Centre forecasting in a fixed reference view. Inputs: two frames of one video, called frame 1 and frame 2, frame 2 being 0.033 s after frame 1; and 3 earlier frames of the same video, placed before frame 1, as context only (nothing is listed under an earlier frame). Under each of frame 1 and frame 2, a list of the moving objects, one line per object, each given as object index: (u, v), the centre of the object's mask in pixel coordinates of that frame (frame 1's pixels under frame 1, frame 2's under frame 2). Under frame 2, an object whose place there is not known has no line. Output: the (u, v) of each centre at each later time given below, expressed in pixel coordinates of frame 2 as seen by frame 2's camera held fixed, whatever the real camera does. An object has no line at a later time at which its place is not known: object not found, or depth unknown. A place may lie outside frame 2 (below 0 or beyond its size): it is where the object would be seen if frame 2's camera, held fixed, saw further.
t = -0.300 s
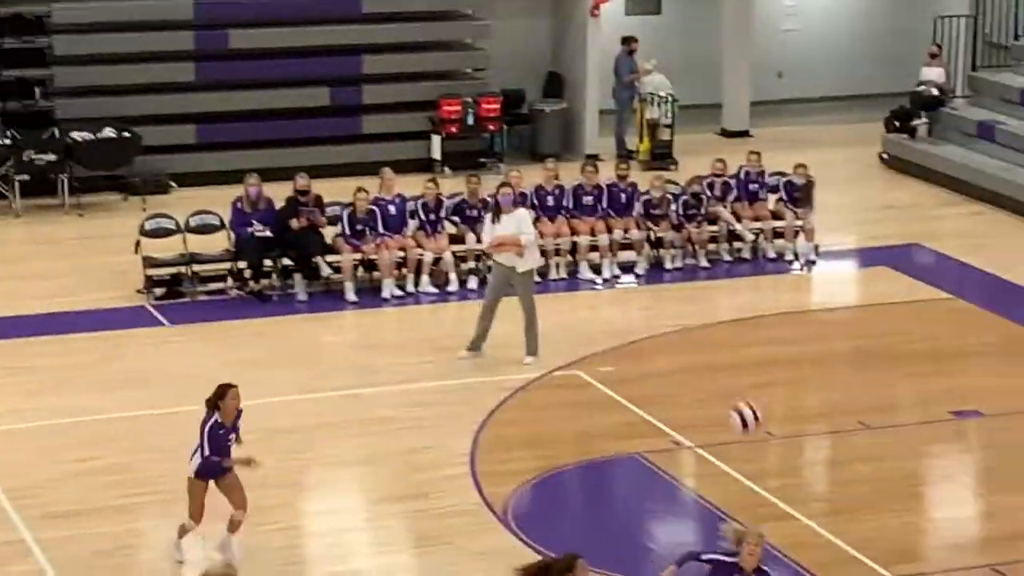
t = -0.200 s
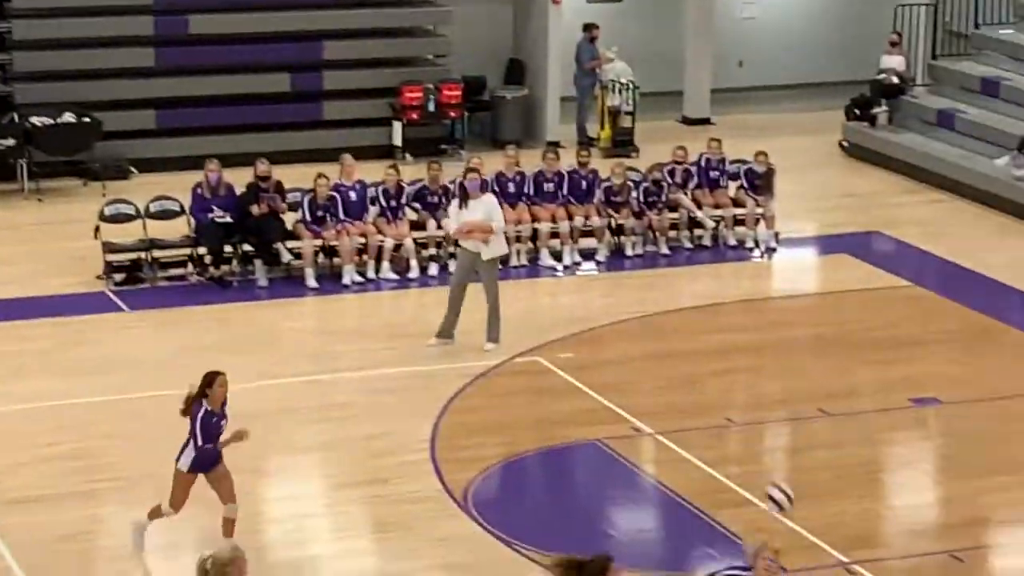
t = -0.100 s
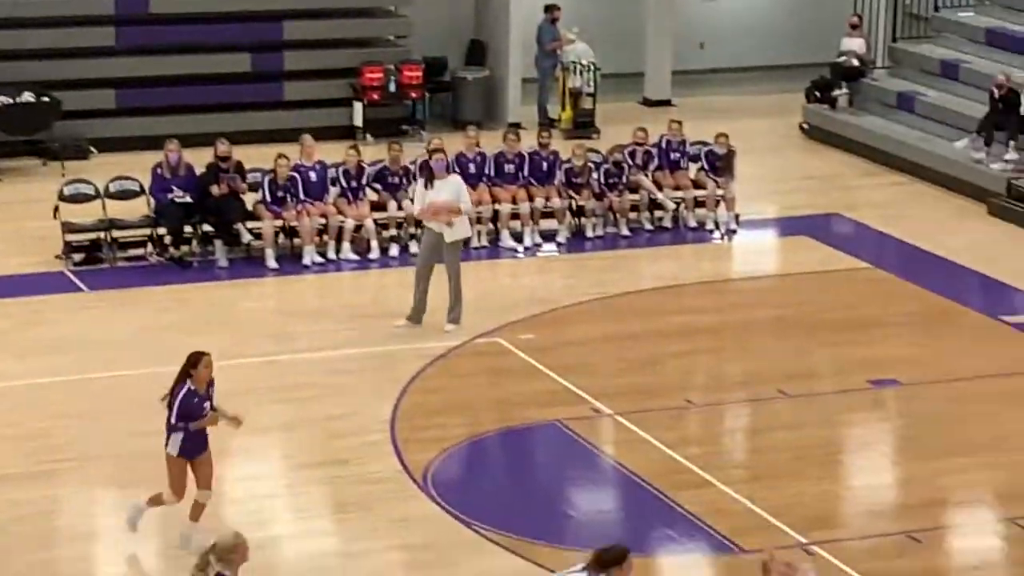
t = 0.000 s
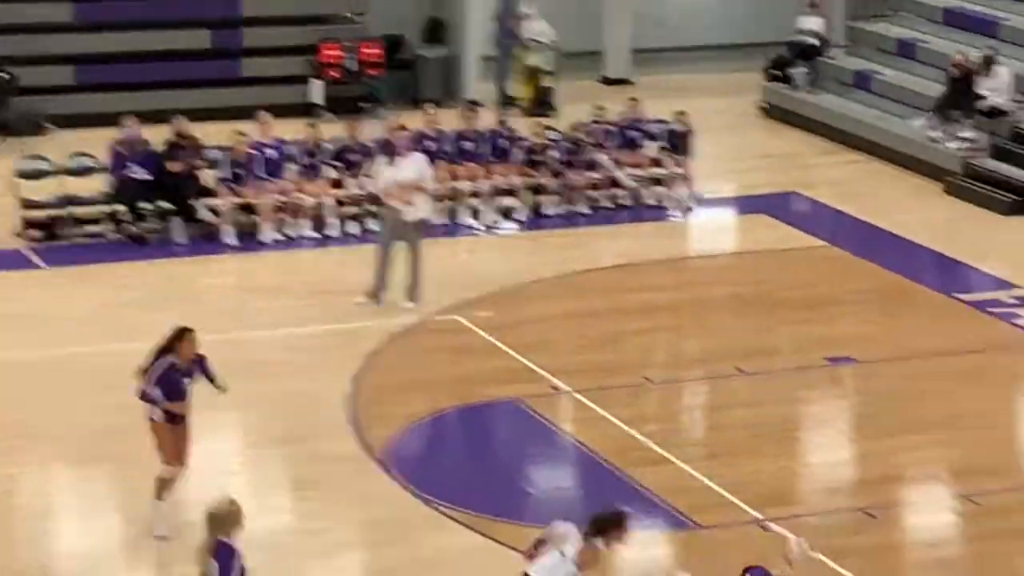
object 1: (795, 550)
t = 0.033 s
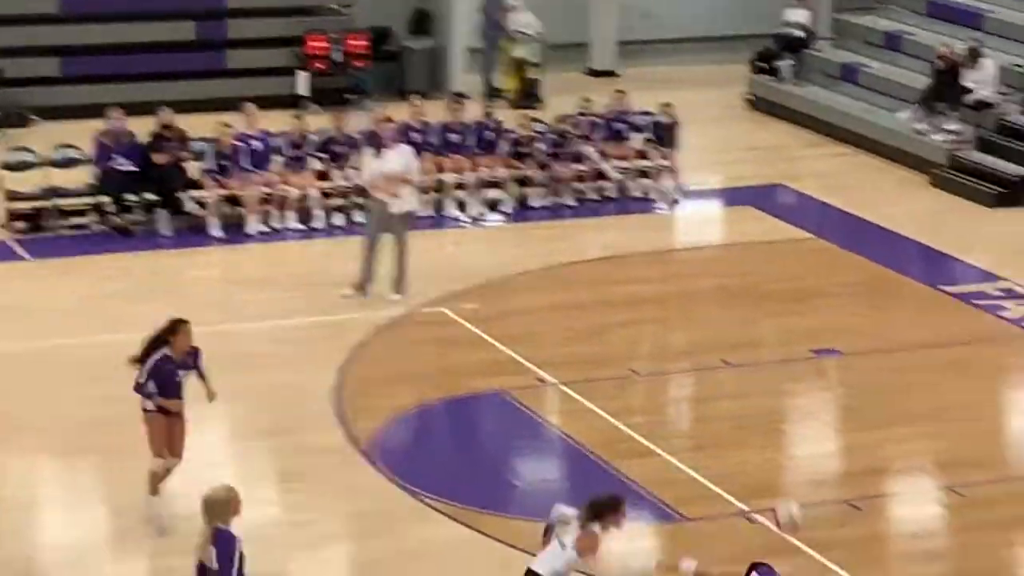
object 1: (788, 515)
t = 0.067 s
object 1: (798, 496)
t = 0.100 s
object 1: (802, 472)
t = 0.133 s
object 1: (803, 452)
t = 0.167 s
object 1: (810, 436)
